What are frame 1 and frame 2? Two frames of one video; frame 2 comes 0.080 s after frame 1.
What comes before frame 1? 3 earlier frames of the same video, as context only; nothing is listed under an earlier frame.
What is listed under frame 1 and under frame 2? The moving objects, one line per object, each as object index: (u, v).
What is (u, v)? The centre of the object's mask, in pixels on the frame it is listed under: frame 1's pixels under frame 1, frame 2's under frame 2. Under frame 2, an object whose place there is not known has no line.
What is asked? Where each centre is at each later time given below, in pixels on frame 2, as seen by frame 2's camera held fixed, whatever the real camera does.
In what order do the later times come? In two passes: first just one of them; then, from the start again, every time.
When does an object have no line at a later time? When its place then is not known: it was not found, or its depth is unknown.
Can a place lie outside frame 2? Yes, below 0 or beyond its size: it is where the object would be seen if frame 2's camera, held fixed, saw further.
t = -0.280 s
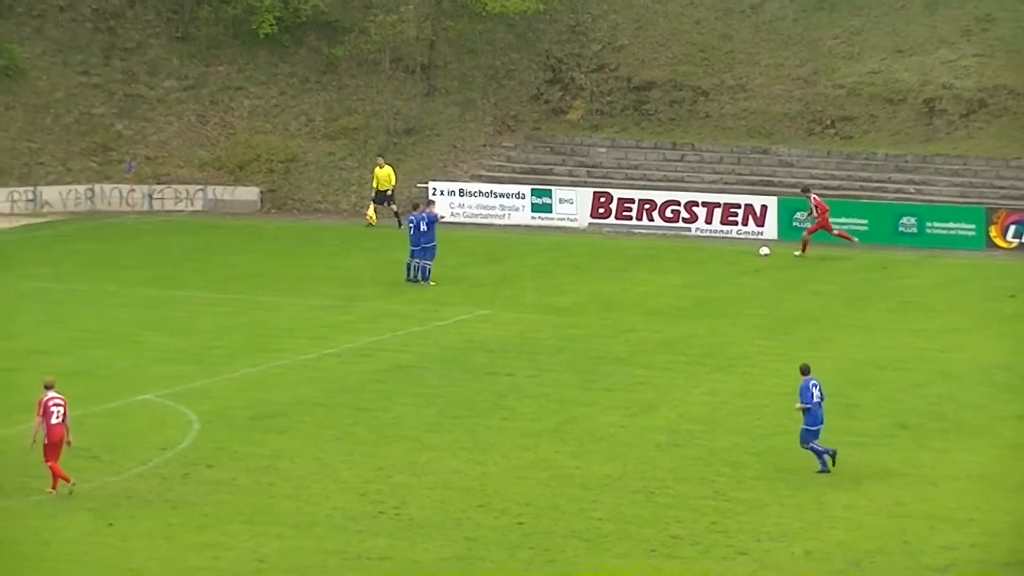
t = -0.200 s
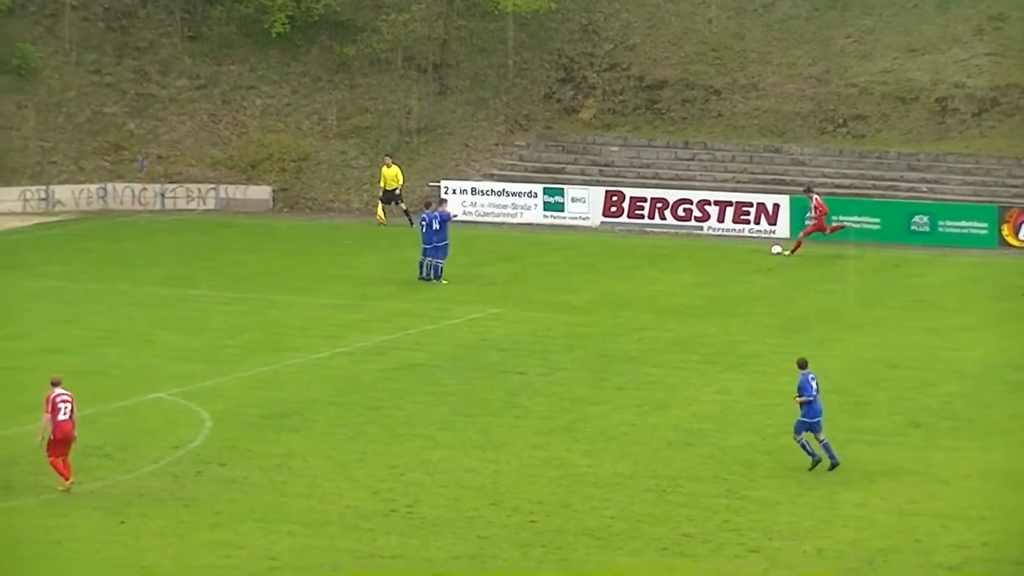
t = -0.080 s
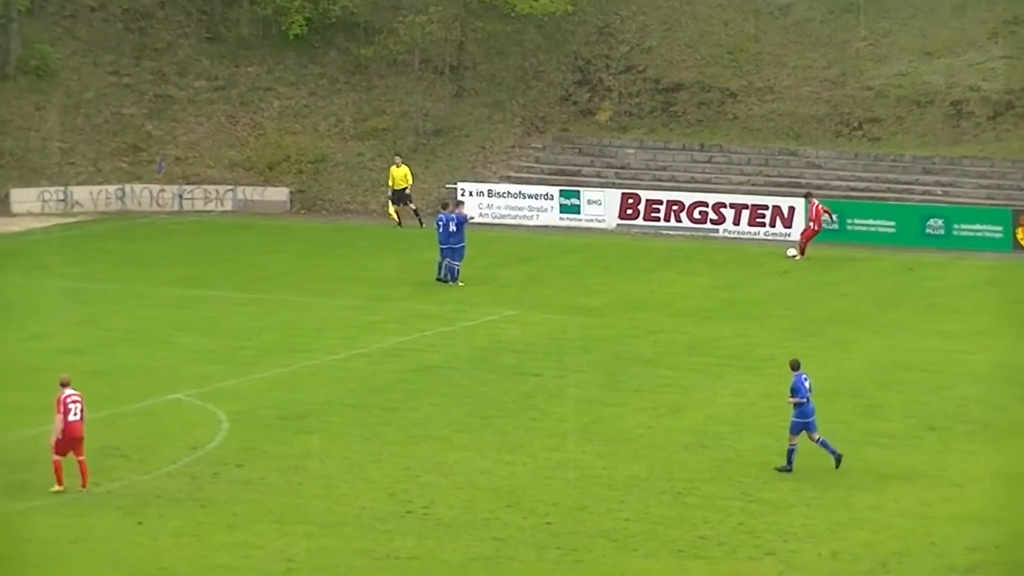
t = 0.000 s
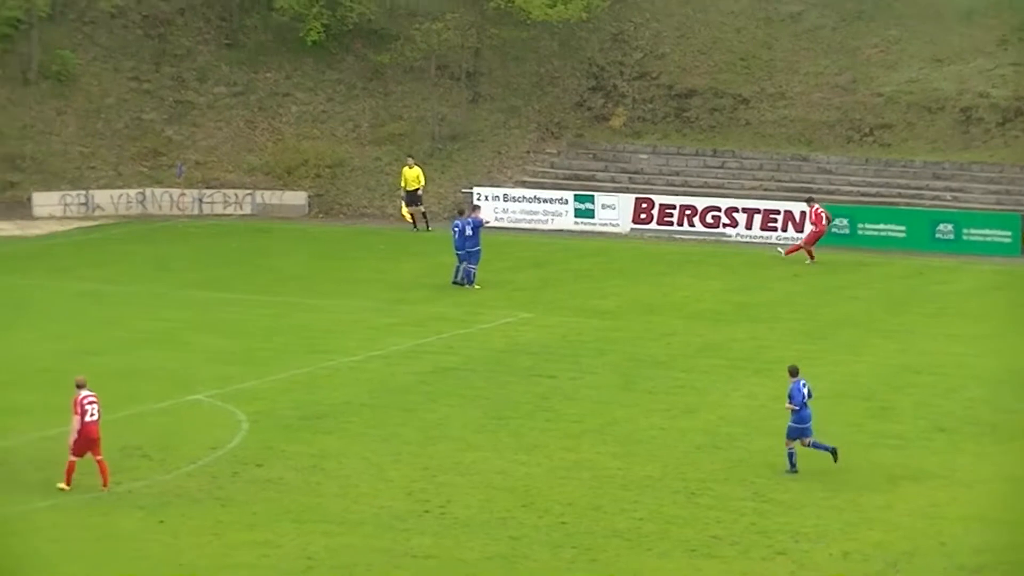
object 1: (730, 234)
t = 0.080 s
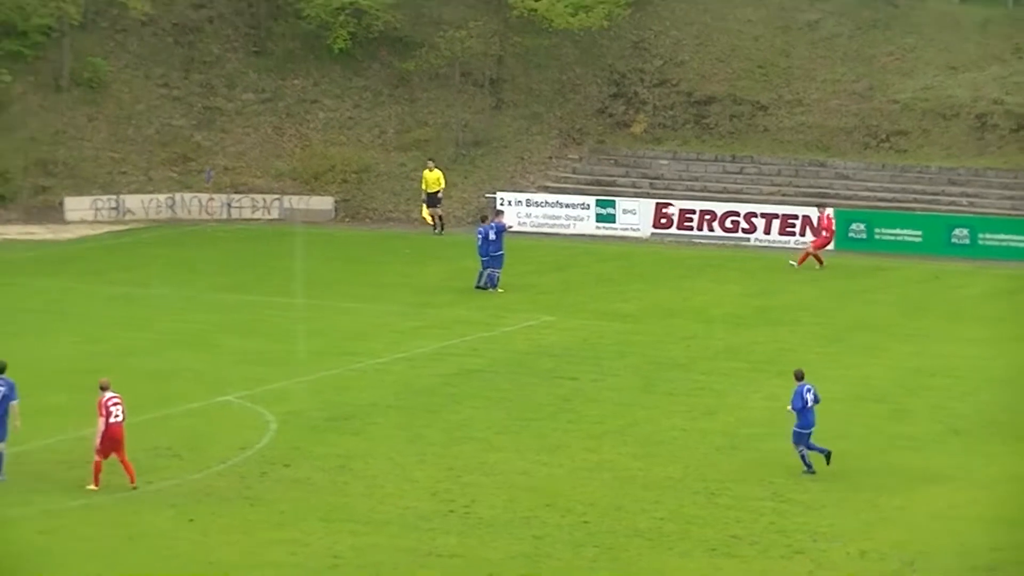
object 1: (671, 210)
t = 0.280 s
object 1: (488, 158)
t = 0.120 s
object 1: (634, 199)
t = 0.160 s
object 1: (596, 188)
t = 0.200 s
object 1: (560, 178)
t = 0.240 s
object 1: (524, 168)
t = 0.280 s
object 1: (488, 158)
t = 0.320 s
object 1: (453, 150)
